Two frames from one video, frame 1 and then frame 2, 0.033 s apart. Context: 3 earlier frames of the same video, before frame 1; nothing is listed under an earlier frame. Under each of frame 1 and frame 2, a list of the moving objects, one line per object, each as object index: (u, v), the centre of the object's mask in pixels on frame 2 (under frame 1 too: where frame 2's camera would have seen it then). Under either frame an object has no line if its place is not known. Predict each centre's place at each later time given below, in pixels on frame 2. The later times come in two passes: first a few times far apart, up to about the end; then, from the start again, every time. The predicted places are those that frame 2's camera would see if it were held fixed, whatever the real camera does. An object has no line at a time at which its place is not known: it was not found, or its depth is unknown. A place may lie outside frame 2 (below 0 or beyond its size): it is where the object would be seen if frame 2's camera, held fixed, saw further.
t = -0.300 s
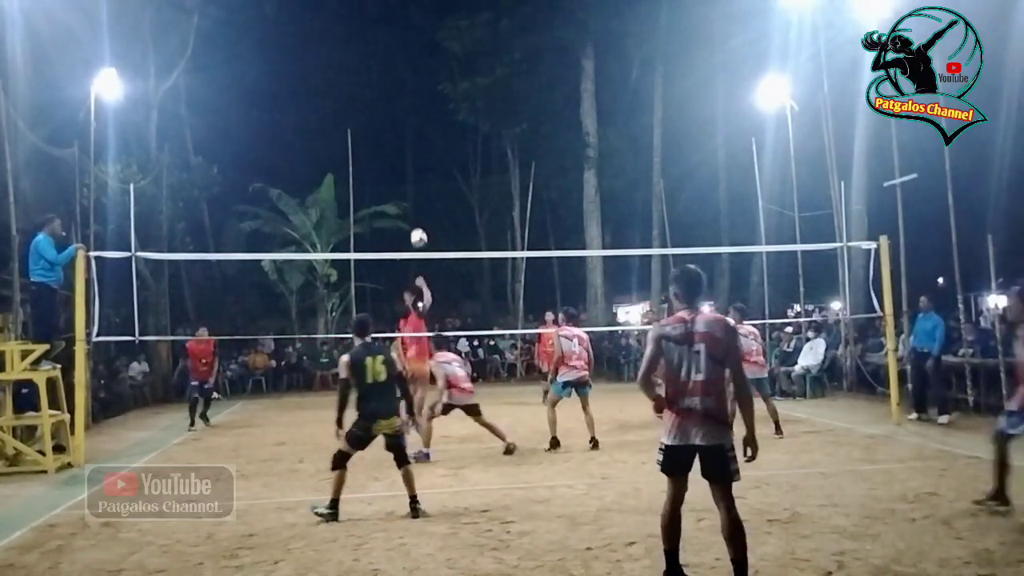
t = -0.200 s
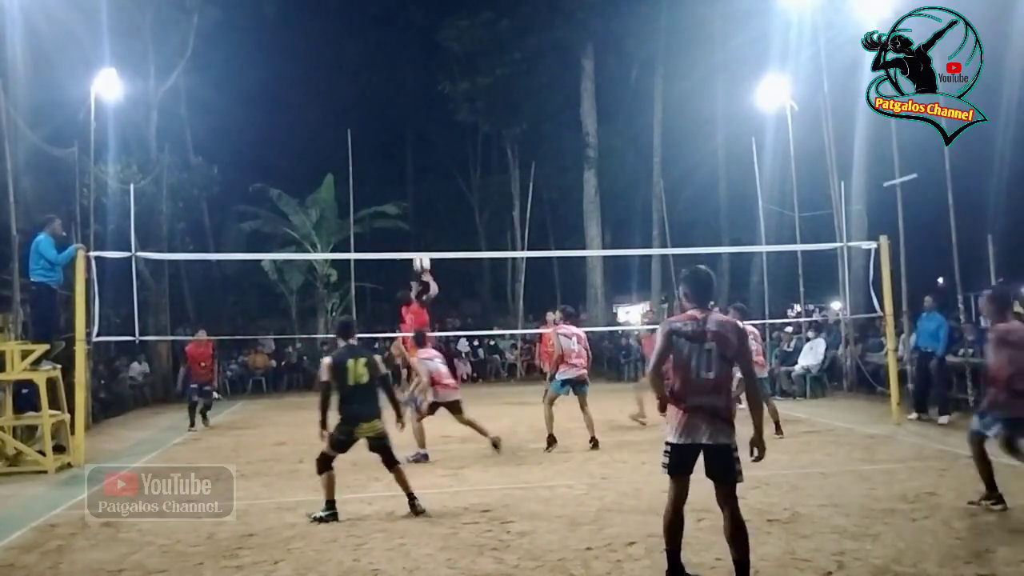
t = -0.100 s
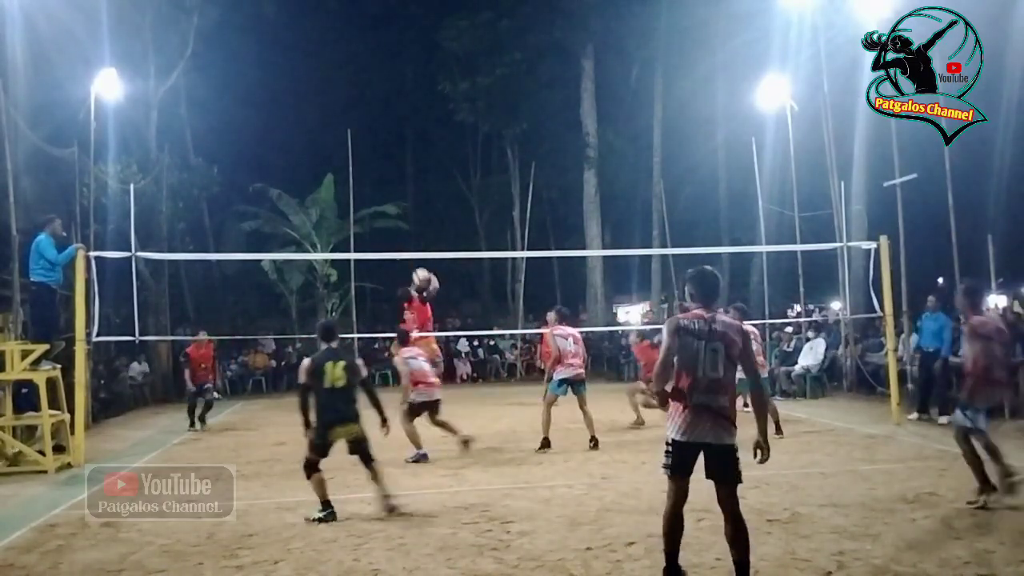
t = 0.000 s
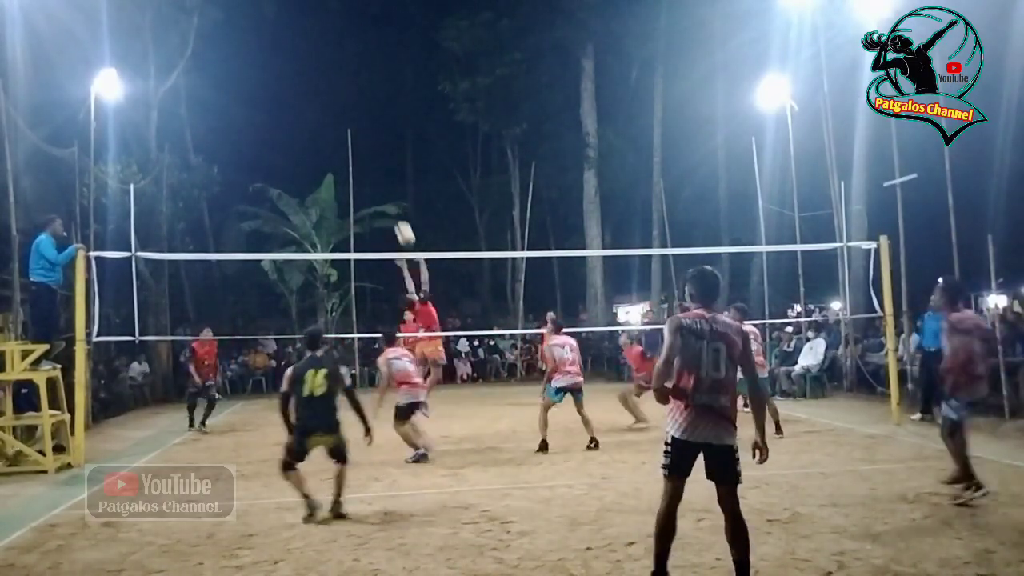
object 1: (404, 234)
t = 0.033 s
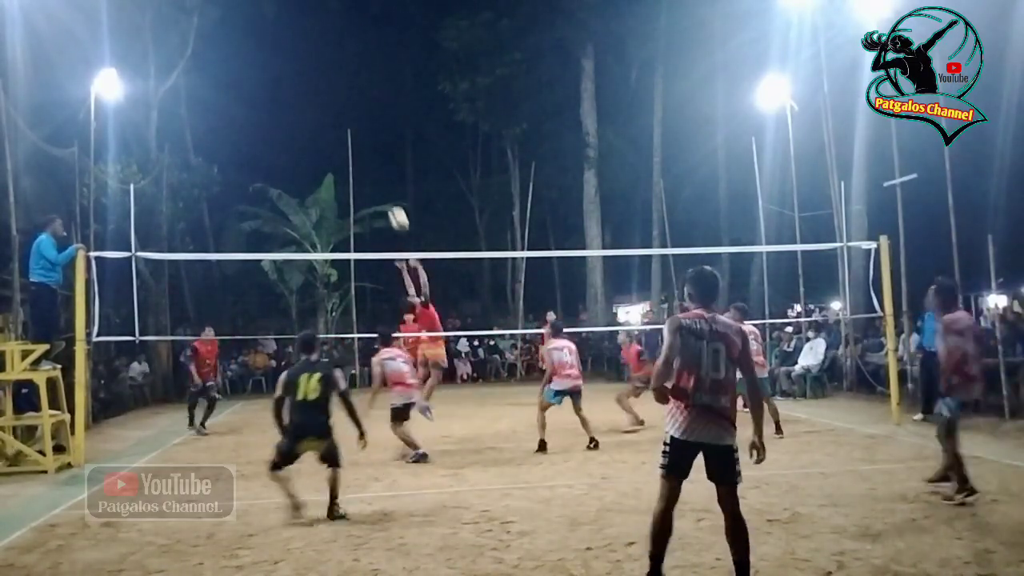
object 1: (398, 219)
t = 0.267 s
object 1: (356, 137)
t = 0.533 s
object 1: (310, 94)
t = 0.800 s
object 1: (267, 105)
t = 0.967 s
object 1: (241, 140)
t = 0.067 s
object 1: (392, 205)
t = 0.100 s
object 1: (386, 191)
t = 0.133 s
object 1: (379, 179)
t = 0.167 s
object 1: (374, 167)
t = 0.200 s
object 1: (368, 157)
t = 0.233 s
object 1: (361, 146)
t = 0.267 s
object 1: (356, 137)
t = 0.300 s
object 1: (350, 129)
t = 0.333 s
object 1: (344, 121)
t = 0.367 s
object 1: (338, 115)
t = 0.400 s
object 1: (333, 109)
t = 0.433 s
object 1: (327, 104)
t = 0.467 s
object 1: (321, 100)
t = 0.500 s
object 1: (316, 97)
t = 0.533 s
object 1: (310, 94)
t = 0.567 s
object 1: (305, 93)
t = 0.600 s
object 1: (299, 92)
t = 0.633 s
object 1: (294, 92)
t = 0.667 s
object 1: (288, 93)
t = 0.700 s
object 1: (283, 95)
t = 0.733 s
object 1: (277, 97)
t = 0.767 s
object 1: (272, 101)
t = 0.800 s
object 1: (267, 105)
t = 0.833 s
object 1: (261, 111)
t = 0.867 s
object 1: (256, 117)
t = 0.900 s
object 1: (251, 124)
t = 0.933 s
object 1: (246, 132)
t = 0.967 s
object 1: (241, 140)
